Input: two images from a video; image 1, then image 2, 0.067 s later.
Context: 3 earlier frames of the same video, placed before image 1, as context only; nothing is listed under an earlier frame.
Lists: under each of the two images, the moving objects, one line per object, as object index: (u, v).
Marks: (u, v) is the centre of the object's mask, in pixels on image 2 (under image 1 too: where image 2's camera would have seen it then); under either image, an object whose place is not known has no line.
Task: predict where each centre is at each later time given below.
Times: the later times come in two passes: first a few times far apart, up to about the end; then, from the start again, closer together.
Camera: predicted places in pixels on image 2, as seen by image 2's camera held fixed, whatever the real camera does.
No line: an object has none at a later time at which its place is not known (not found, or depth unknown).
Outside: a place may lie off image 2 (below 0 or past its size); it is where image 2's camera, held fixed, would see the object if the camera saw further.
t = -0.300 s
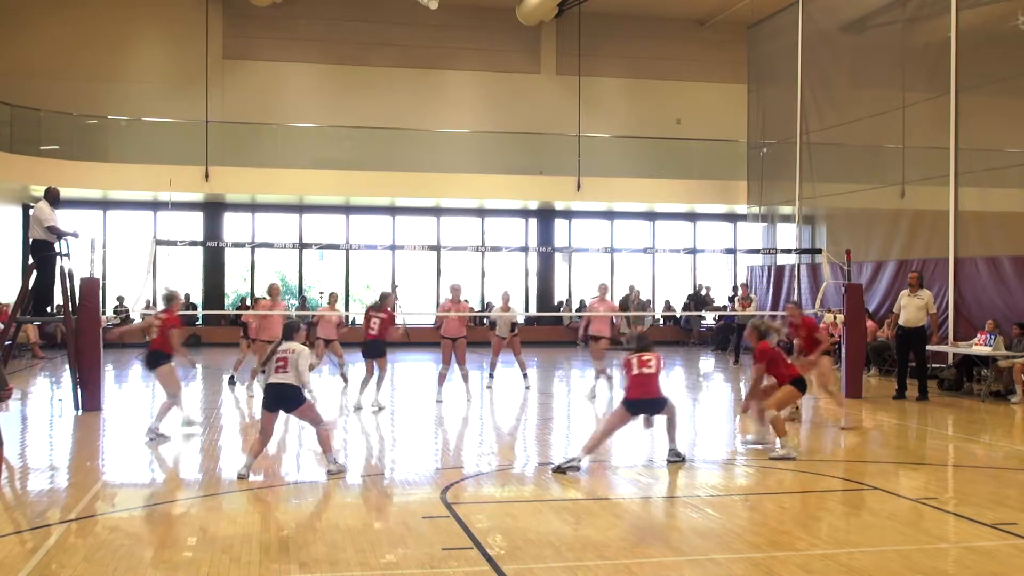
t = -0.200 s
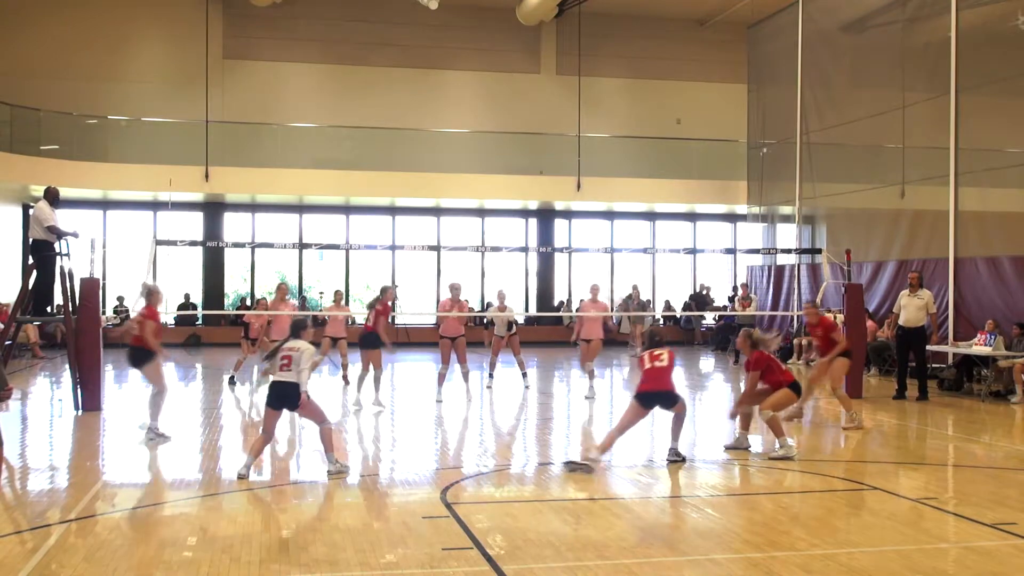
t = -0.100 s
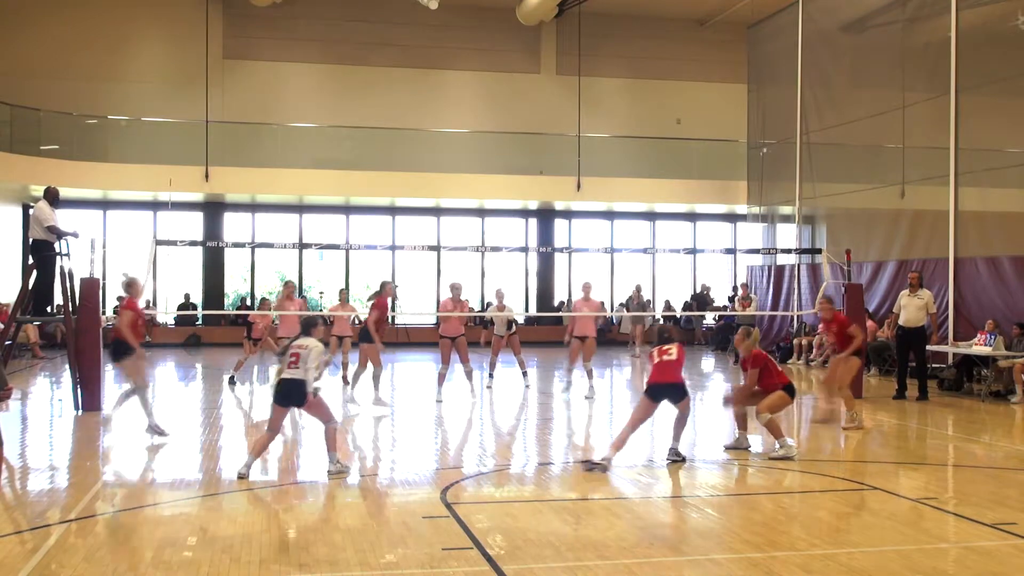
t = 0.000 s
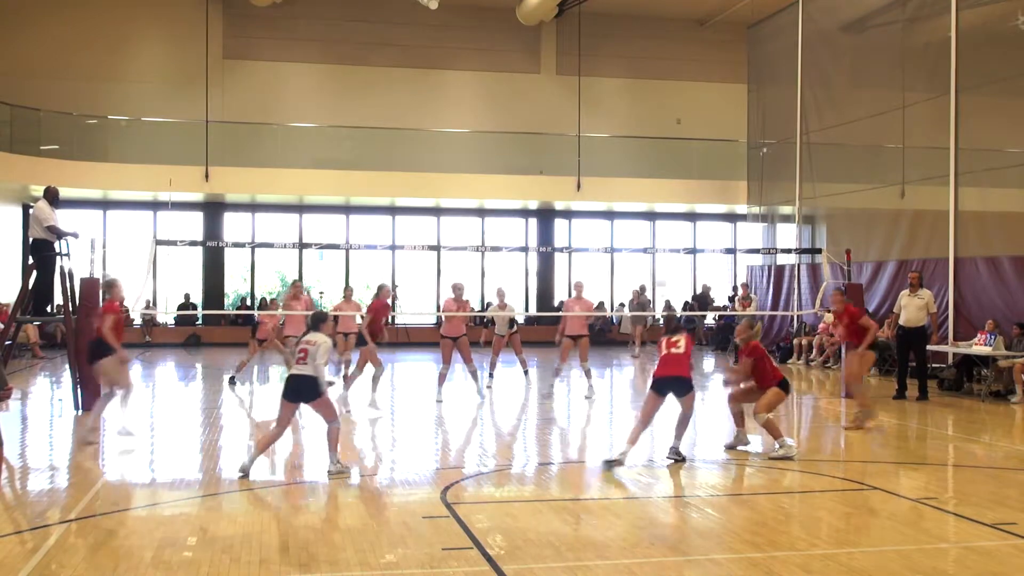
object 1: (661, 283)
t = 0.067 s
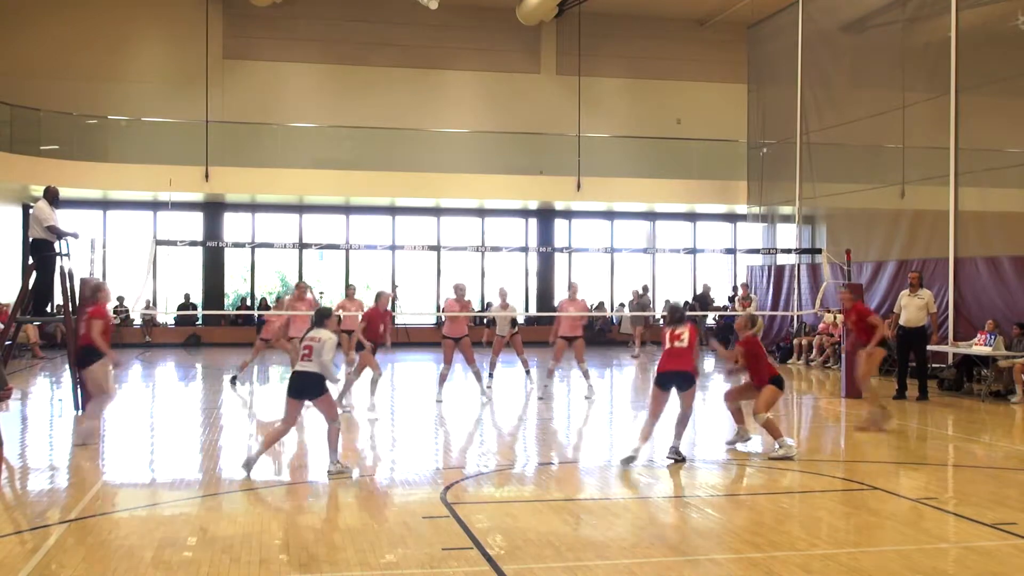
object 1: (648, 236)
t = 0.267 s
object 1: (630, 134)
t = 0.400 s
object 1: (615, 86)
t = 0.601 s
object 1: (590, 45)
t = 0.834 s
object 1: (565, 47)
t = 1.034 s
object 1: (539, 97)
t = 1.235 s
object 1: (515, 186)
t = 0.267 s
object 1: (630, 134)
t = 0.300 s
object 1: (626, 119)
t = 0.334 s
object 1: (622, 108)
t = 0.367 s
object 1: (620, 97)
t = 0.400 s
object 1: (615, 86)
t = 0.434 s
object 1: (611, 74)
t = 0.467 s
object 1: (608, 67)
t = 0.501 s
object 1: (603, 60)
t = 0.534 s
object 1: (599, 54)
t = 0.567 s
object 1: (595, 49)
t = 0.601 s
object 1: (590, 45)
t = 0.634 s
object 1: (587, 42)
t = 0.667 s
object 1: (585, 40)
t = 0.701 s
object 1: (580, 39)
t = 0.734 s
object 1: (575, 39)
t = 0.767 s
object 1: (571, 41)
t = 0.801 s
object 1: (568, 44)
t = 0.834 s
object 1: (565, 47)
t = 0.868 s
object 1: (560, 51)
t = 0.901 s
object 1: (556, 56)
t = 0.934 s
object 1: (551, 63)
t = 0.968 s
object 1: (548, 73)
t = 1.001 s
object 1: (545, 83)
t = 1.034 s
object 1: (539, 97)
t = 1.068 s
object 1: (536, 108)
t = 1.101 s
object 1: (532, 119)
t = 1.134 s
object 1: (528, 133)
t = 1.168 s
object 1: (524, 149)
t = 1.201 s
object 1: (520, 165)
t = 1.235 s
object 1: (515, 186)
